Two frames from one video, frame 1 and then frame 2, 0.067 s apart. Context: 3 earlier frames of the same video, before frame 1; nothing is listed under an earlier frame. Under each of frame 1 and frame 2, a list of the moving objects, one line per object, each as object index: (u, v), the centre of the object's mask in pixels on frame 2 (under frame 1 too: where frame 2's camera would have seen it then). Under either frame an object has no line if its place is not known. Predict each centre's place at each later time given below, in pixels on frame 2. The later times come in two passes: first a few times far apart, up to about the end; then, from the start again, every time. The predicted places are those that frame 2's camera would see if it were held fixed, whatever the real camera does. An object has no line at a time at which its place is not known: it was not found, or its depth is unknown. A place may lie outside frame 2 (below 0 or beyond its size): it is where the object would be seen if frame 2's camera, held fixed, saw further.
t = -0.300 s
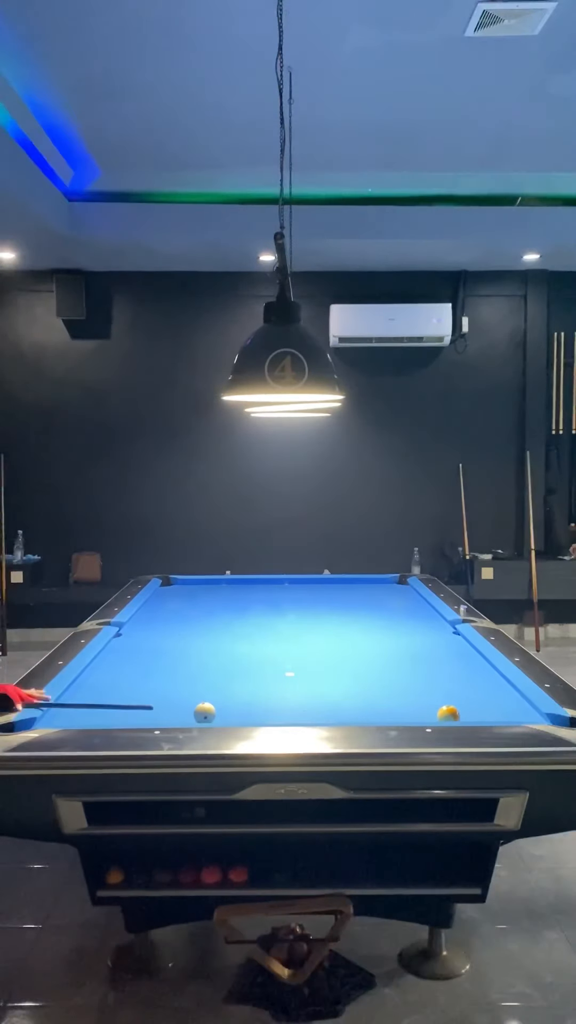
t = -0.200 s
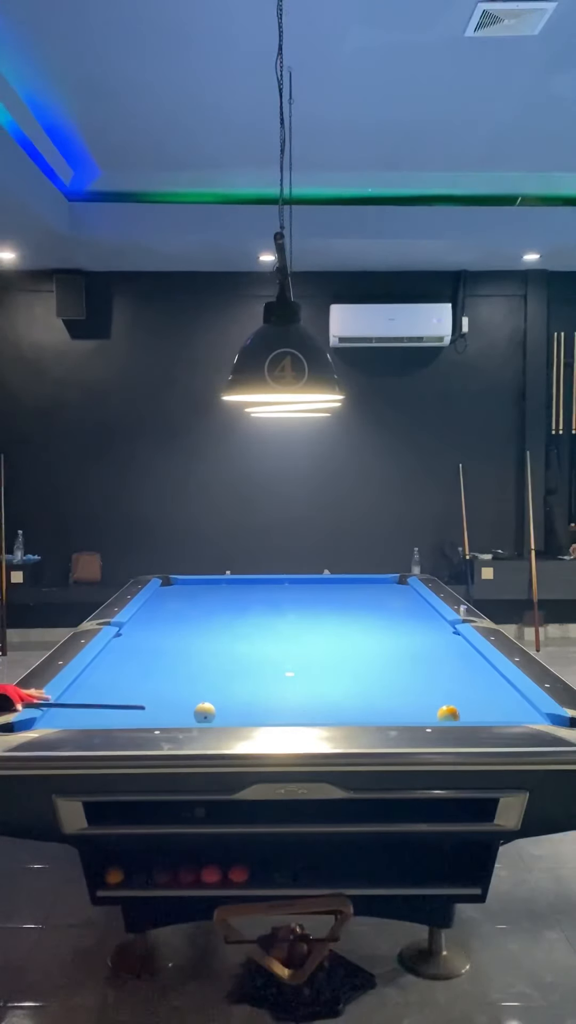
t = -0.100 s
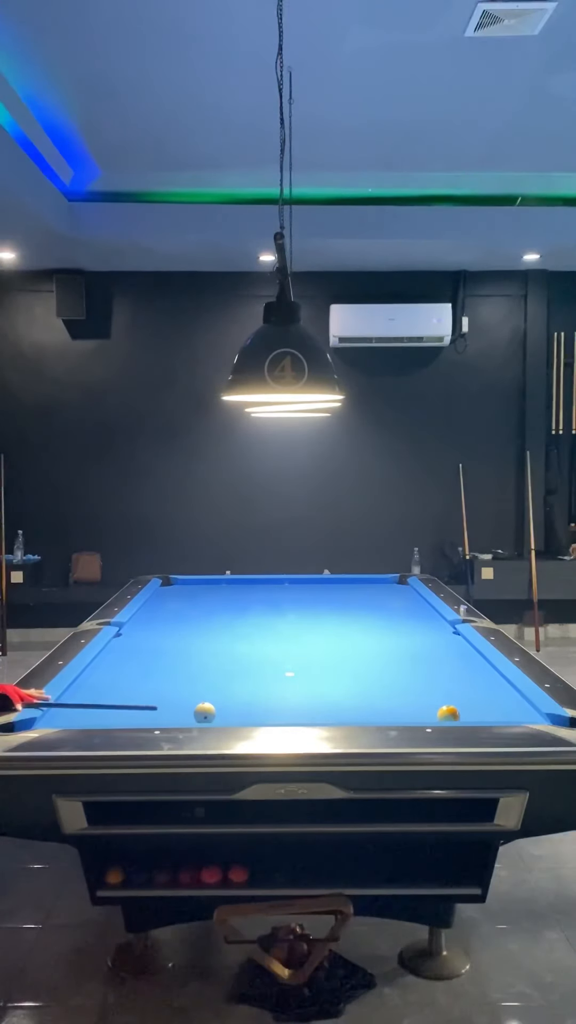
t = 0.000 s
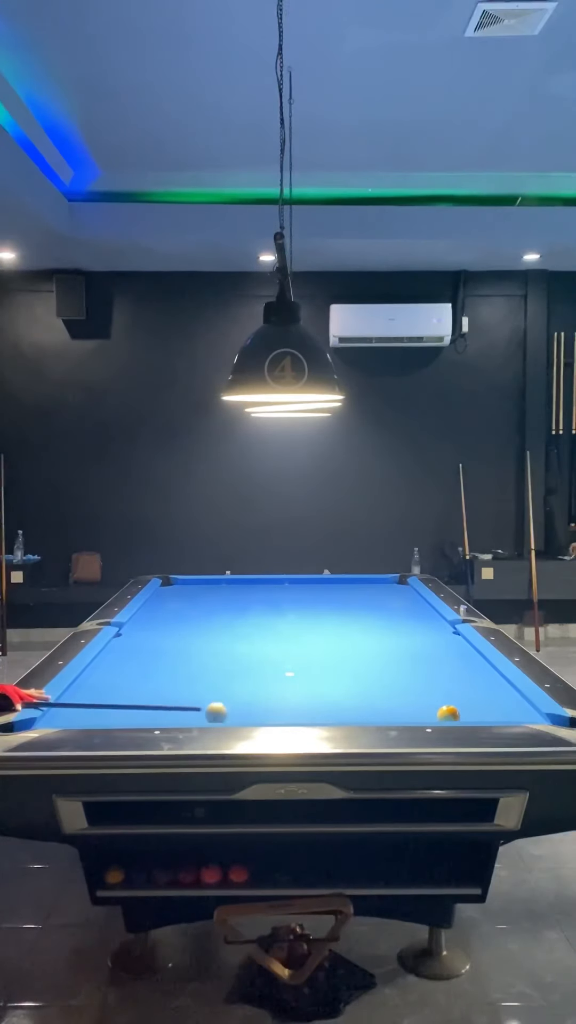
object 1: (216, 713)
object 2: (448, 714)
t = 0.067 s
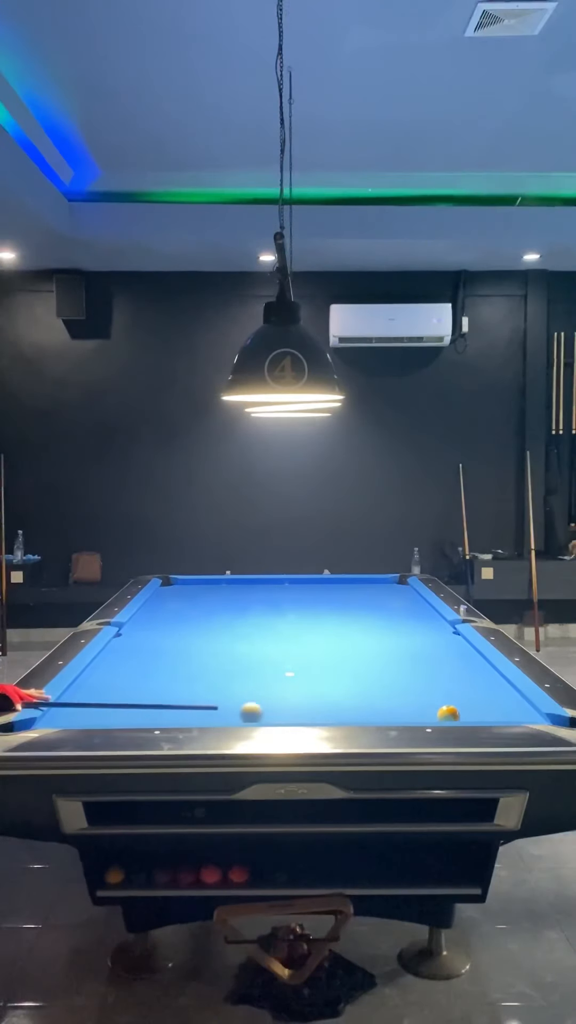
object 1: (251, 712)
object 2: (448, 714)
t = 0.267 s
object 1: (353, 713)
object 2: (448, 714)
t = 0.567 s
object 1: (439, 711)
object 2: (512, 716)
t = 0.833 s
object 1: (469, 707)
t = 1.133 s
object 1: (500, 702)
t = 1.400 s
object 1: (512, 699)
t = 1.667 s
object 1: (497, 697)
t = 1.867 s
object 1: (488, 696)
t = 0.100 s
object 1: (268, 712)
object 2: (448, 714)
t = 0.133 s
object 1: (285, 712)
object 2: (448, 714)
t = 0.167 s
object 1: (302, 712)
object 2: (448, 714)
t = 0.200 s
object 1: (319, 712)
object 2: (448, 714)
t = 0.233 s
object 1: (336, 712)
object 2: (448, 714)
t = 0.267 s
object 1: (353, 713)
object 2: (448, 714)
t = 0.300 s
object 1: (370, 713)
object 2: (448, 714)
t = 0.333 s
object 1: (387, 713)
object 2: (448, 714)
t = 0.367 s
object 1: (404, 713)
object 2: (448, 714)
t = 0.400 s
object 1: (420, 713)
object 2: (448, 714)
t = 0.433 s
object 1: (426, 713)
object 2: (458, 714)
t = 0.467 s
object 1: (427, 712)
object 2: (473, 714)
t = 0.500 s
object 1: (430, 712)
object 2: (488, 715)
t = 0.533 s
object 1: (435, 711)
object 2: (500, 716)
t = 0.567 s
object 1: (439, 711)
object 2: (512, 716)
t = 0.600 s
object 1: (443, 711)
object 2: (524, 717)
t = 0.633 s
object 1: (446, 710)
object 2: (535, 717)
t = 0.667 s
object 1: (451, 710)
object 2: (546, 718)
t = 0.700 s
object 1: (454, 709)
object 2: (557, 721)
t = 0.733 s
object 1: (458, 709)
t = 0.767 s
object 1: (462, 708)
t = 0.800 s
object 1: (466, 707)
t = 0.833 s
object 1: (469, 707)
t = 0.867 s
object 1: (473, 706)
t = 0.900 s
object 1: (477, 706)
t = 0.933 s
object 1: (480, 705)
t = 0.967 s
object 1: (483, 705)
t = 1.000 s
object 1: (487, 704)
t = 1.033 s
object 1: (490, 704)
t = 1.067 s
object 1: (494, 703)
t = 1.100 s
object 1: (497, 703)
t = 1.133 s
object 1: (500, 702)
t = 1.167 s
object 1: (503, 702)
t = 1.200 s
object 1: (507, 701)
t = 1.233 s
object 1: (509, 701)
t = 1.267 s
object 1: (513, 700)
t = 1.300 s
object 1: (516, 700)
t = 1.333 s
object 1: (516, 700)
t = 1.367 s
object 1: (514, 699)
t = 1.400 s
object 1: (512, 699)
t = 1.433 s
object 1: (510, 699)
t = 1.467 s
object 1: (508, 699)
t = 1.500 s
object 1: (506, 698)
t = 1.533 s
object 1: (505, 698)
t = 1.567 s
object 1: (503, 698)
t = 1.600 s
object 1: (501, 698)
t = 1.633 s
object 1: (499, 697)
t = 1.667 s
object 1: (497, 697)
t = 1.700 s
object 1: (496, 697)
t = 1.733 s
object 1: (495, 697)
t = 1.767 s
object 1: (493, 697)
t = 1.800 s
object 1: (491, 696)
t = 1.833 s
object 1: (490, 696)
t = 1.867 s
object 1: (488, 696)
